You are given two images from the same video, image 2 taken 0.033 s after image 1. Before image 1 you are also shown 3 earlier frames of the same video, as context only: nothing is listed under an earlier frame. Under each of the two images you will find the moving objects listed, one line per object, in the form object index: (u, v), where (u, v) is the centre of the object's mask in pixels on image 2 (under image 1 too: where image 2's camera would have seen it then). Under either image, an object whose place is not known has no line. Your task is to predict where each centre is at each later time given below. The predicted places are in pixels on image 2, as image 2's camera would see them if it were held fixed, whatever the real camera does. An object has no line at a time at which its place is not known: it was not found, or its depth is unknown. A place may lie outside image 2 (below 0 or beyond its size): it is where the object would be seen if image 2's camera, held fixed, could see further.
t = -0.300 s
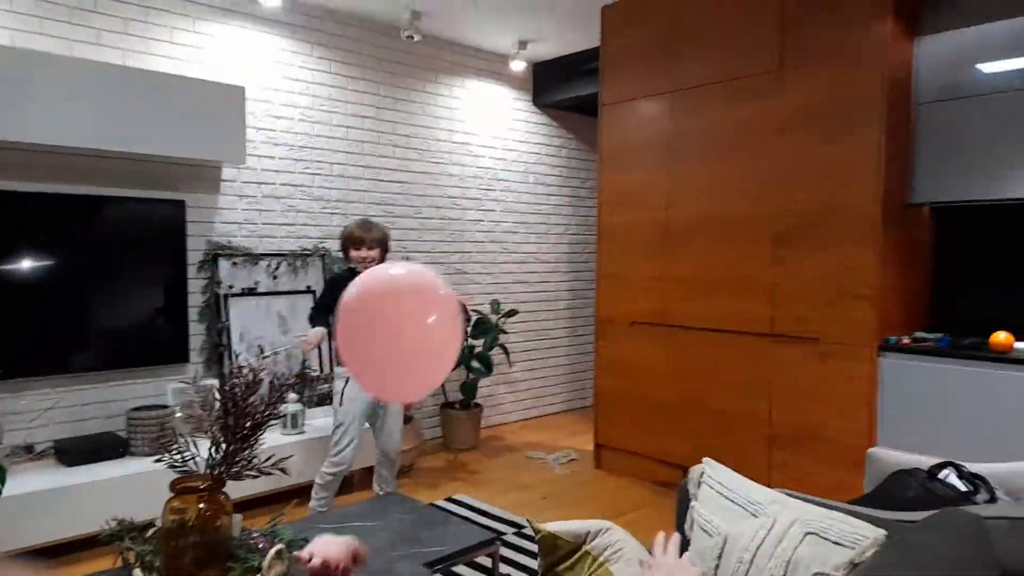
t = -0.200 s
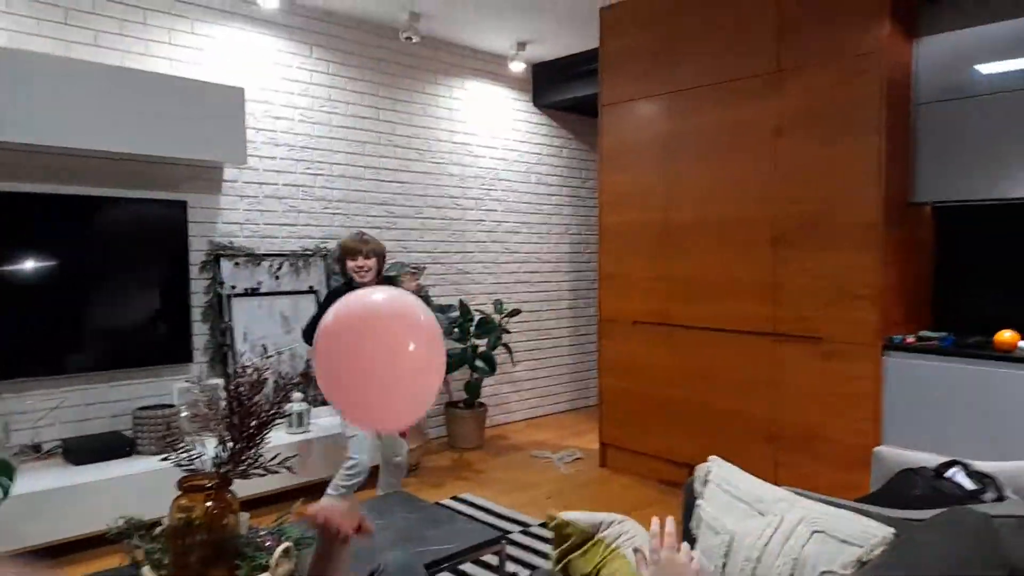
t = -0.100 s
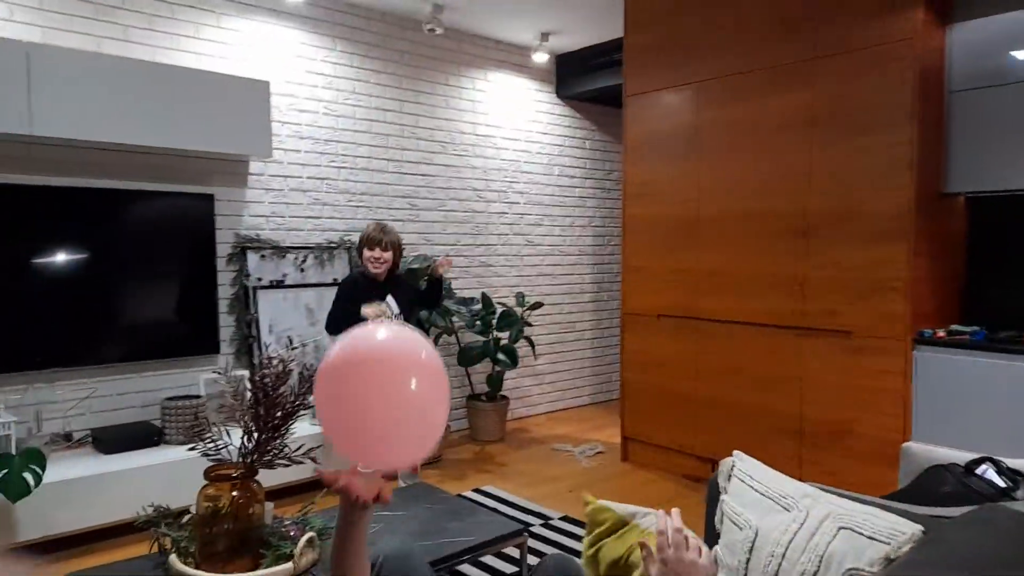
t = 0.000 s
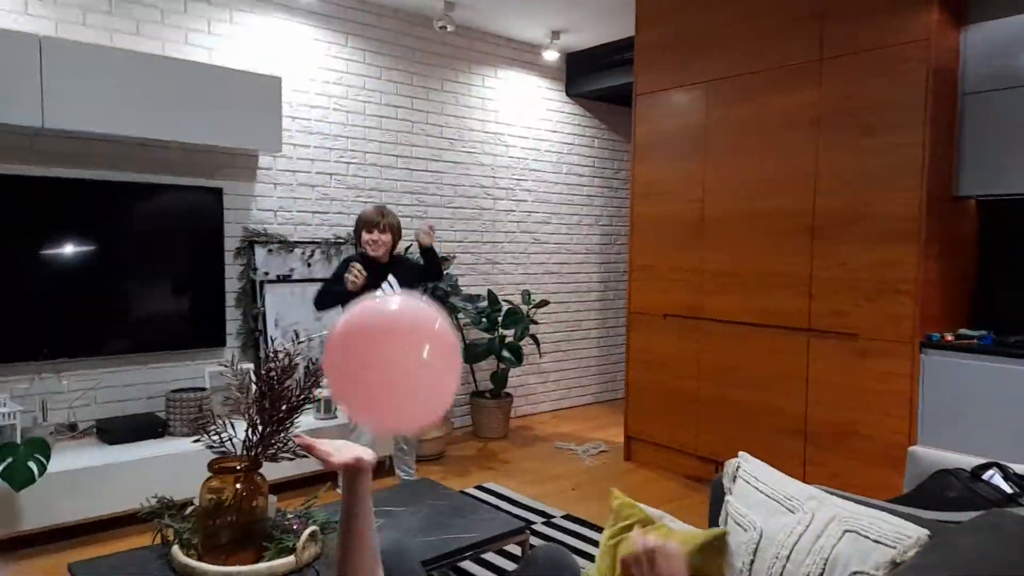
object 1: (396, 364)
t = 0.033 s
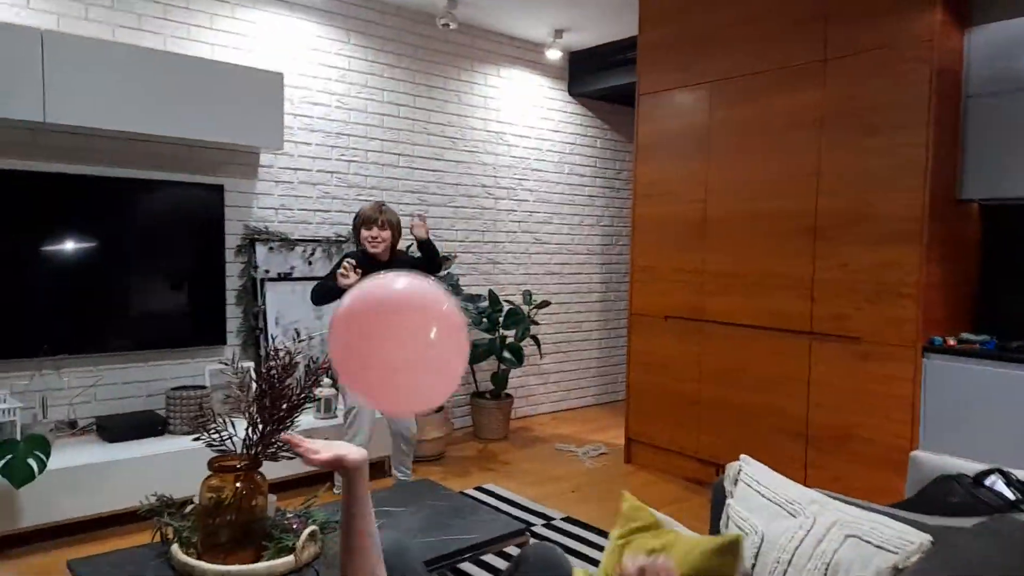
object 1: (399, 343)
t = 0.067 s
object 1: (403, 329)
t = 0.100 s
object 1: (409, 319)
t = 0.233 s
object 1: (424, 281)
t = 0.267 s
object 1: (428, 277)
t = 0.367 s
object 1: (441, 279)
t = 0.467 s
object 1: (457, 309)
